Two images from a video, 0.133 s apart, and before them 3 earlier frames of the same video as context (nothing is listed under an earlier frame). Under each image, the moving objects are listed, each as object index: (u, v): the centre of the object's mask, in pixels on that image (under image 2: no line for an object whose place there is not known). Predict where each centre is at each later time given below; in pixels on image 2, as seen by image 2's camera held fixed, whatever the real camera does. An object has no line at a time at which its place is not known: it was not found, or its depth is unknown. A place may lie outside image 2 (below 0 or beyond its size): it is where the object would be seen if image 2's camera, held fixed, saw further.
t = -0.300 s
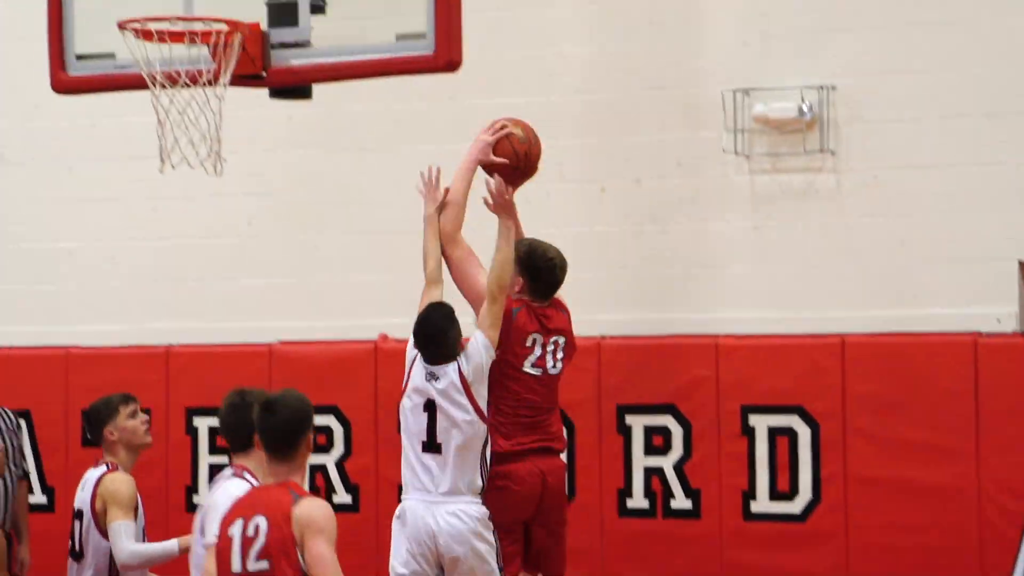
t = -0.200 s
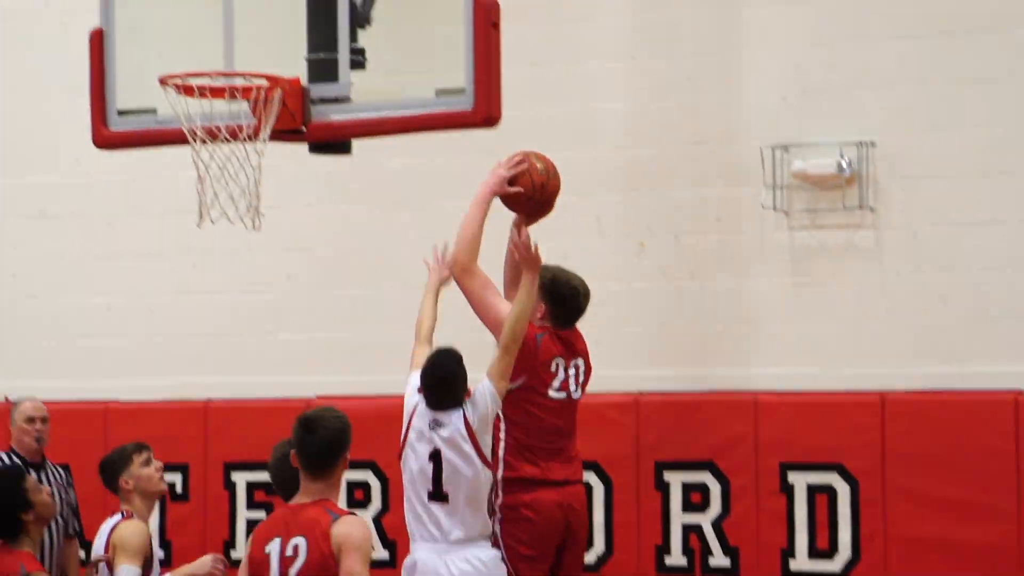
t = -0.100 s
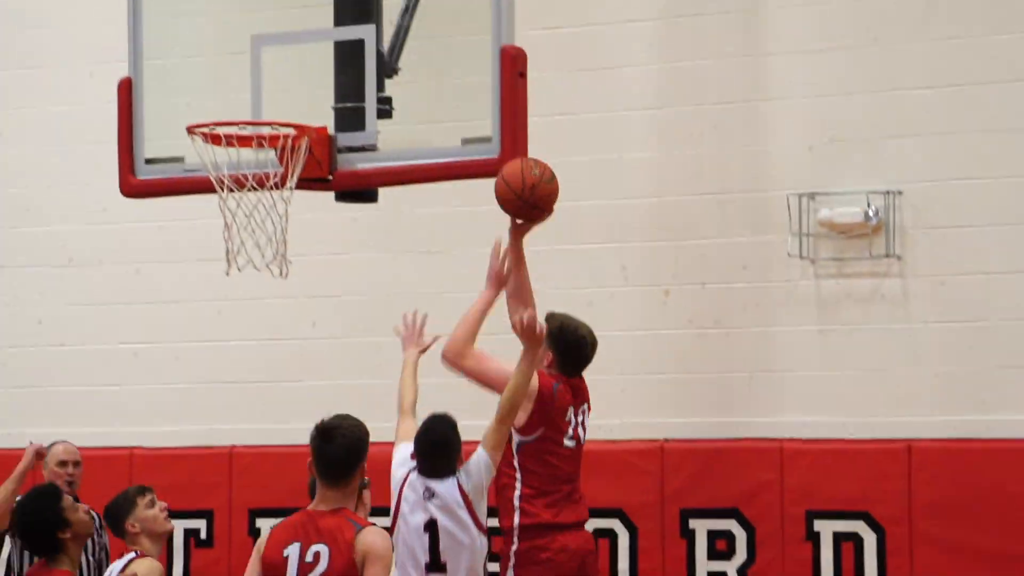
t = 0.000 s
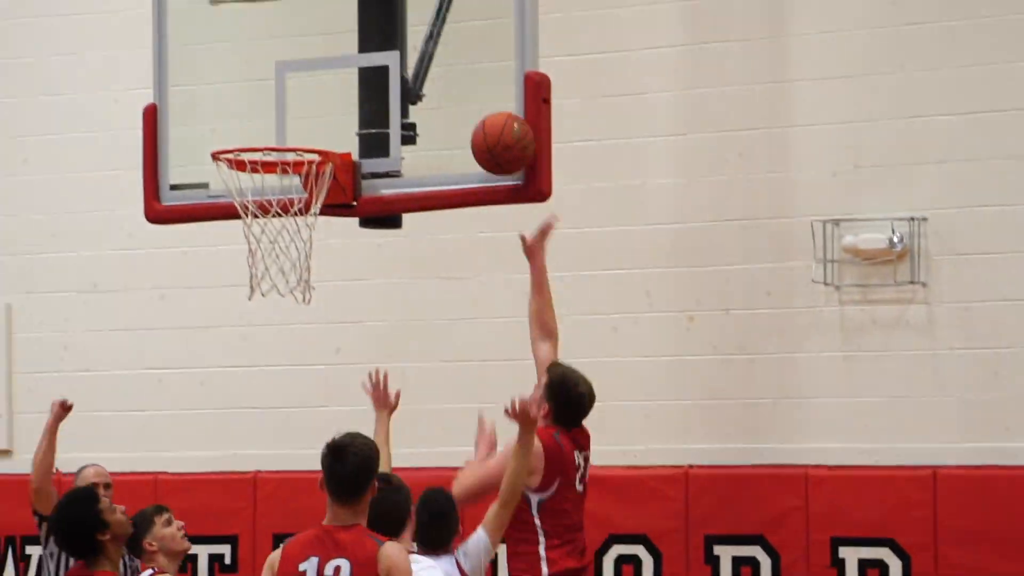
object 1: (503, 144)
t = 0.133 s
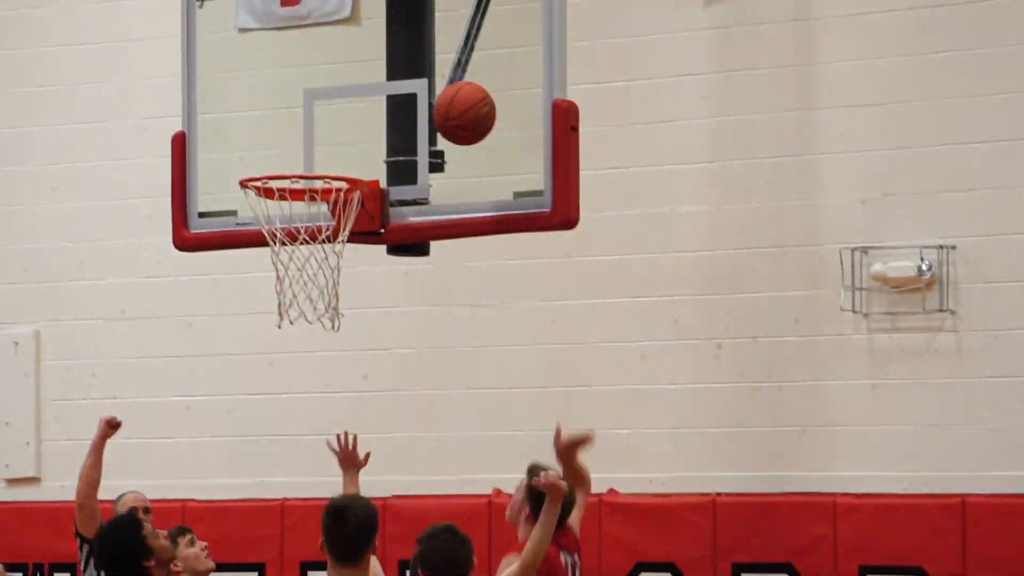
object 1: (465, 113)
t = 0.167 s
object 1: (447, 105)
